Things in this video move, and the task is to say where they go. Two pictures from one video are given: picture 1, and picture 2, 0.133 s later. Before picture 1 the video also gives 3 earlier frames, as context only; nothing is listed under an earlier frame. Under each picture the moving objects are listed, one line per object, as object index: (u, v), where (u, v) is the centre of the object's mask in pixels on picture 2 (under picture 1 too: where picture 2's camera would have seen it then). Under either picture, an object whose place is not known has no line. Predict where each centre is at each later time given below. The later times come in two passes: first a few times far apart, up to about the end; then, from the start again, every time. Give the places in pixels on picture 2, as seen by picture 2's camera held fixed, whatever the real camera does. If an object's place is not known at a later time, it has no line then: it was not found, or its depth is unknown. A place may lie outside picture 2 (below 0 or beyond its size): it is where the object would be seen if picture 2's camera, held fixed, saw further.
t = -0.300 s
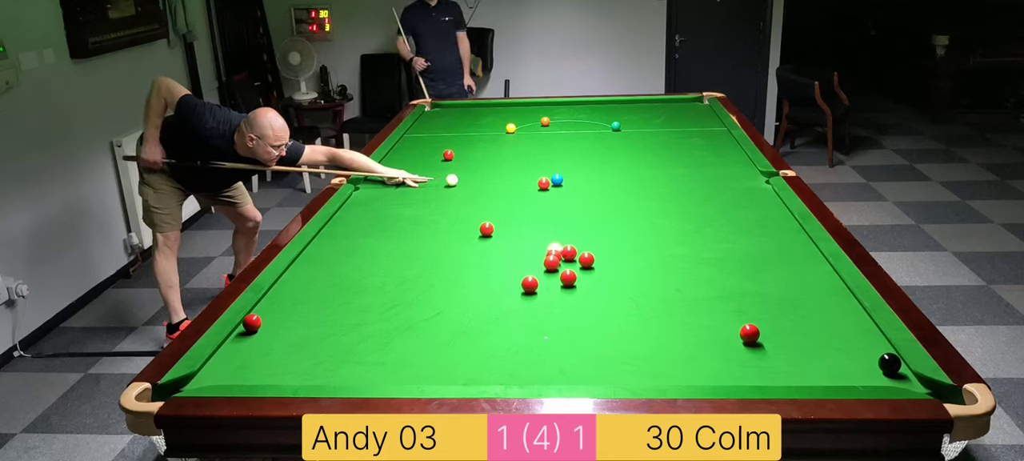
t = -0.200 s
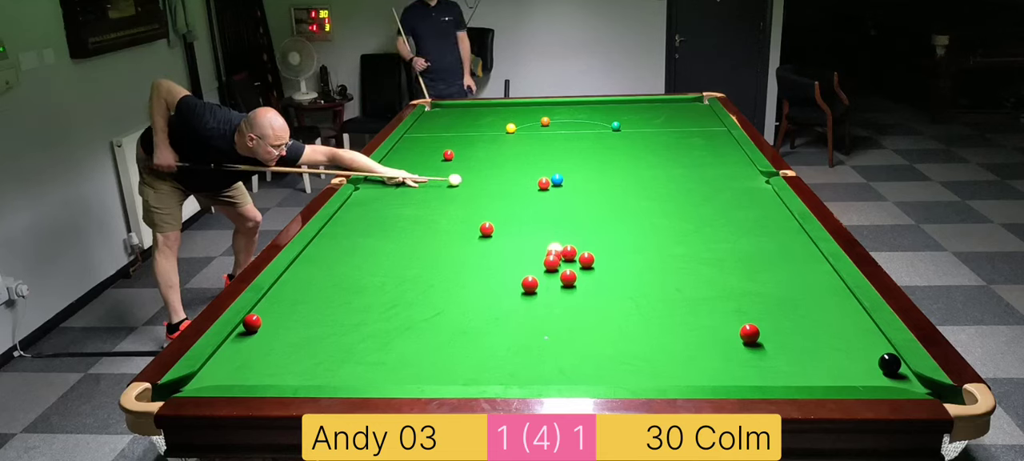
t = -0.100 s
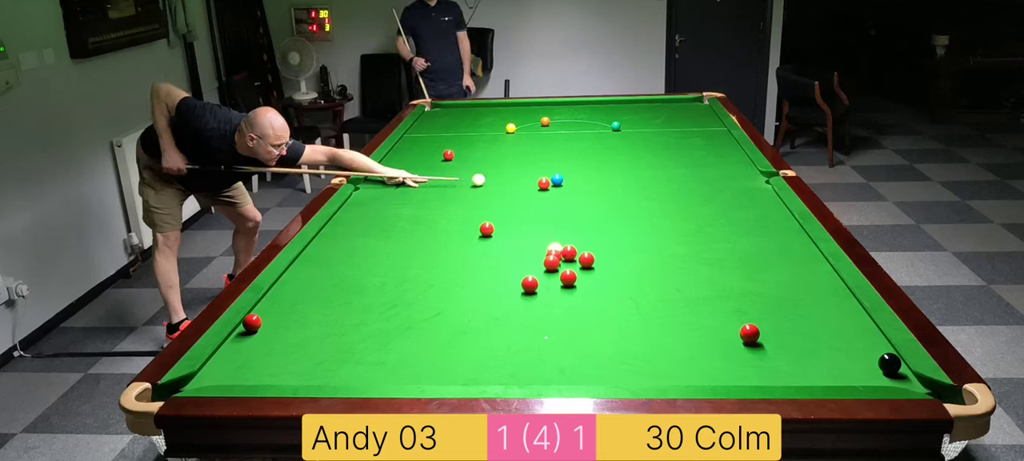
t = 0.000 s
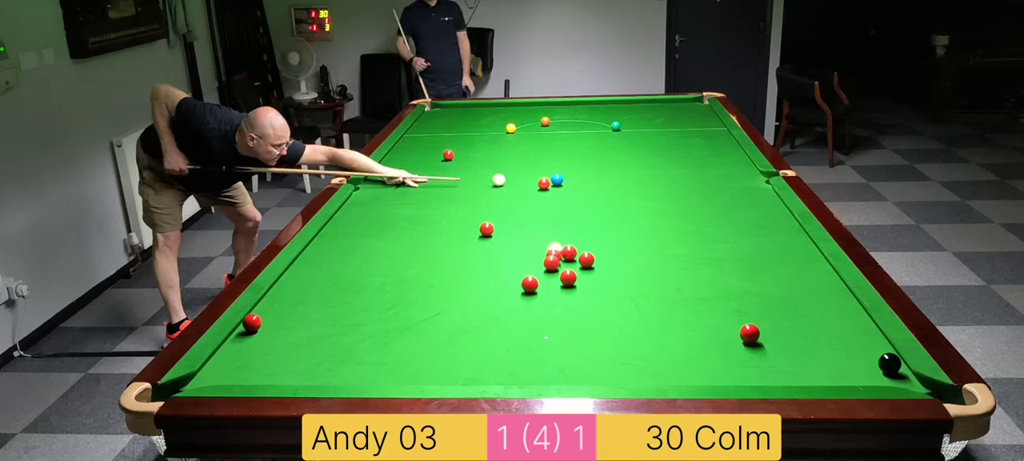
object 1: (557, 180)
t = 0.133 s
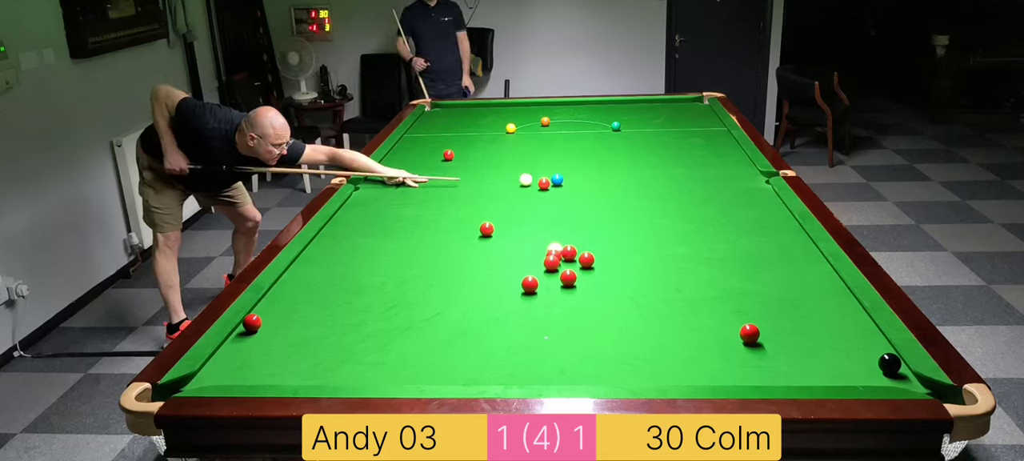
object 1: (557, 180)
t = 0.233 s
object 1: (557, 180)
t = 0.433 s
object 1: (587, 179)
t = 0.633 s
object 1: (611, 179)
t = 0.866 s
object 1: (639, 179)
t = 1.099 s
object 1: (666, 179)
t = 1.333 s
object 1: (692, 179)
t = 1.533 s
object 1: (713, 179)
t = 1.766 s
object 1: (737, 179)
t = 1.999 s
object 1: (759, 179)
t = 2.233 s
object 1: (765, 177)
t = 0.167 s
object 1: (557, 180)
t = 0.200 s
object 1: (557, 180)
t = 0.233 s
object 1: (557, 180)
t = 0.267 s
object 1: (563, 180)
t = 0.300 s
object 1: (569, 180)
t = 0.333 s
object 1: (574, 180)
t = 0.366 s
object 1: (579, 179)
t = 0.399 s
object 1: (583, 179)
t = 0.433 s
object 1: (587, 179)
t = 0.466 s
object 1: (591, 179)
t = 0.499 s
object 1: (595, 179)
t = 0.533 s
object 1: (599, 179)
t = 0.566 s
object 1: (603, 179)
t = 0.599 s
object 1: (607, 179)
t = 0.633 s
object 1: (611, 179)
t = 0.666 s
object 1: (616, 179)
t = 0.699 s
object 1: (620, 179)
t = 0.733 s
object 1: (624, 179)
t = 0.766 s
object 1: (628, 179)
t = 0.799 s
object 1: (631, 179)
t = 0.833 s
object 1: (635, 179)
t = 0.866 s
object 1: (639, 179)
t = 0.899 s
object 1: (643, 179)
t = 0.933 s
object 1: (647, 179)
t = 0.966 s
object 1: (651, 179)
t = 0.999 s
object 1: (655, 179)
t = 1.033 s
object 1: (658, 179)
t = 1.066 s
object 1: (662, 179)
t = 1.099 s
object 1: (666, 179)
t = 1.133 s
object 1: (670, 179)
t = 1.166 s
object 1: (673, 179)
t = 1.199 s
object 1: (677, 179)
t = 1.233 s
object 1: (681, 179)
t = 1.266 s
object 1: (684, 179)
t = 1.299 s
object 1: (688, 179)
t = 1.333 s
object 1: (692, 179)
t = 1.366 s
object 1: (695, 179)
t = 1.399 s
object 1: (699, 179)
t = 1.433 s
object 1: (702, 179)
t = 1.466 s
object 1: (706, 179)
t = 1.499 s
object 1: (709, 179)
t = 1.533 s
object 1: (713, 179)
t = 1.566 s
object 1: (716, 179)
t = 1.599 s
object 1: (719, 179)
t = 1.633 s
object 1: (723, 179)
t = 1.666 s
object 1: (726, 179)
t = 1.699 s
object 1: (730, 179)
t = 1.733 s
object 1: (733, 179)
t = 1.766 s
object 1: (737, 179)
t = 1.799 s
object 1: (740, 179)
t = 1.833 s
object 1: (743, 179)
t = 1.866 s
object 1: (746, 179)
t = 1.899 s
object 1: (750, 179)
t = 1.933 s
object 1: (753, 179)
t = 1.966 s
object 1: (756, 179)
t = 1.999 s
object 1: (759, 179)
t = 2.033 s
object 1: (763, 179)
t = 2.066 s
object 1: (765, 179)
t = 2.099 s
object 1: (765, 179)
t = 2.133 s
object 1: (765, 178)
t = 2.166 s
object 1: (765, 177)
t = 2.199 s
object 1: (765, 177)
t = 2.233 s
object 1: (765, 177)
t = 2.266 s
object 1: (765, 176)
